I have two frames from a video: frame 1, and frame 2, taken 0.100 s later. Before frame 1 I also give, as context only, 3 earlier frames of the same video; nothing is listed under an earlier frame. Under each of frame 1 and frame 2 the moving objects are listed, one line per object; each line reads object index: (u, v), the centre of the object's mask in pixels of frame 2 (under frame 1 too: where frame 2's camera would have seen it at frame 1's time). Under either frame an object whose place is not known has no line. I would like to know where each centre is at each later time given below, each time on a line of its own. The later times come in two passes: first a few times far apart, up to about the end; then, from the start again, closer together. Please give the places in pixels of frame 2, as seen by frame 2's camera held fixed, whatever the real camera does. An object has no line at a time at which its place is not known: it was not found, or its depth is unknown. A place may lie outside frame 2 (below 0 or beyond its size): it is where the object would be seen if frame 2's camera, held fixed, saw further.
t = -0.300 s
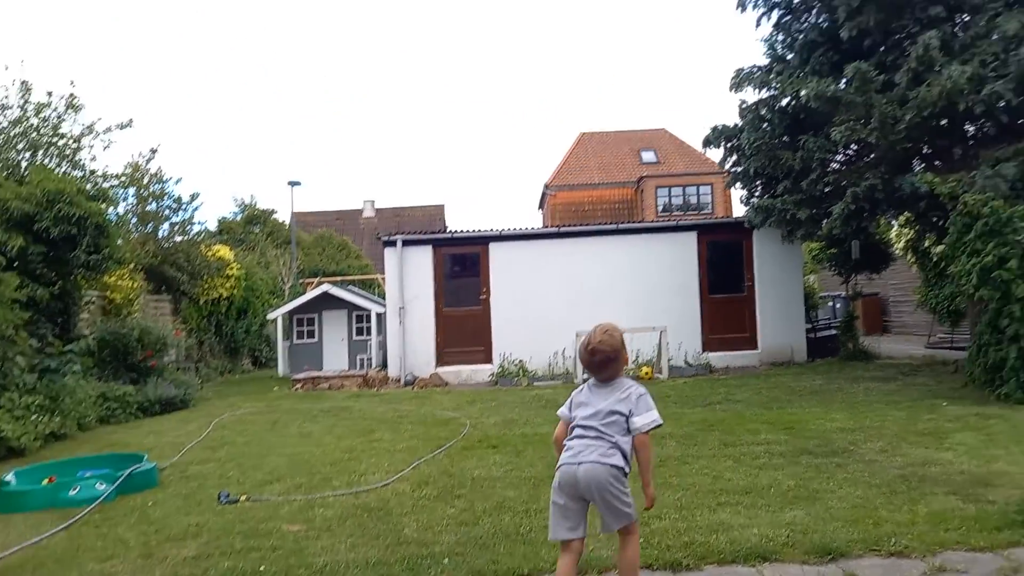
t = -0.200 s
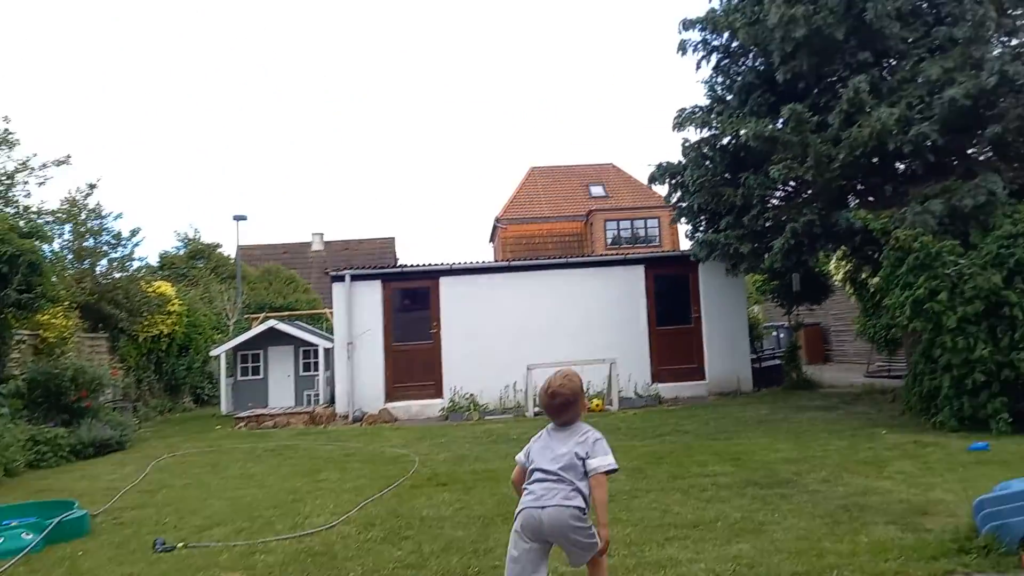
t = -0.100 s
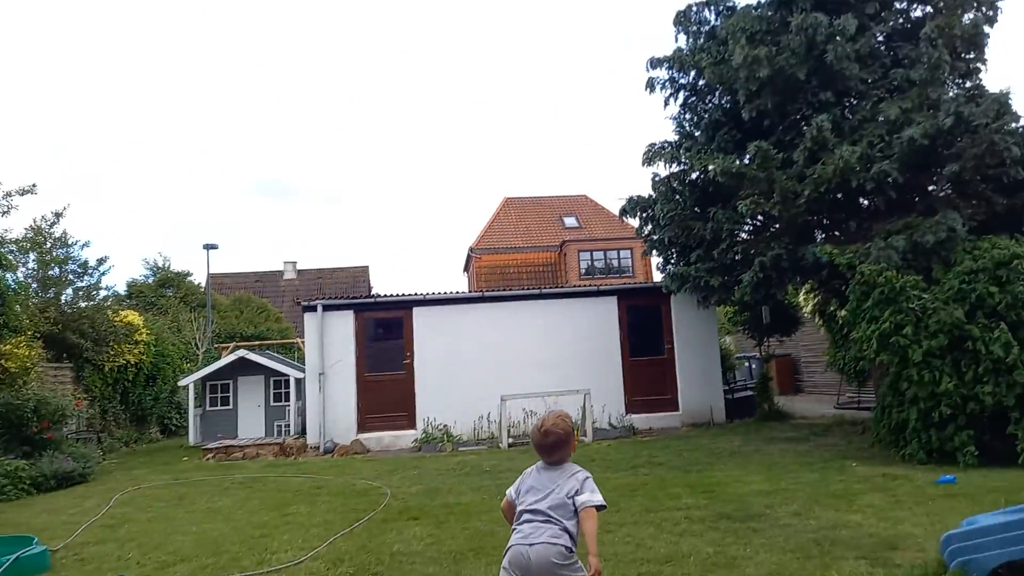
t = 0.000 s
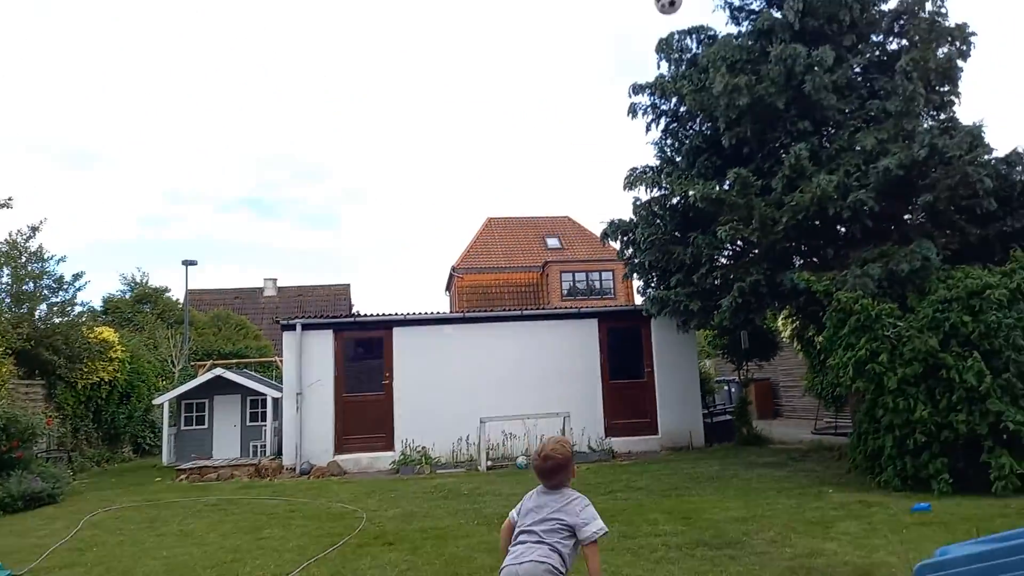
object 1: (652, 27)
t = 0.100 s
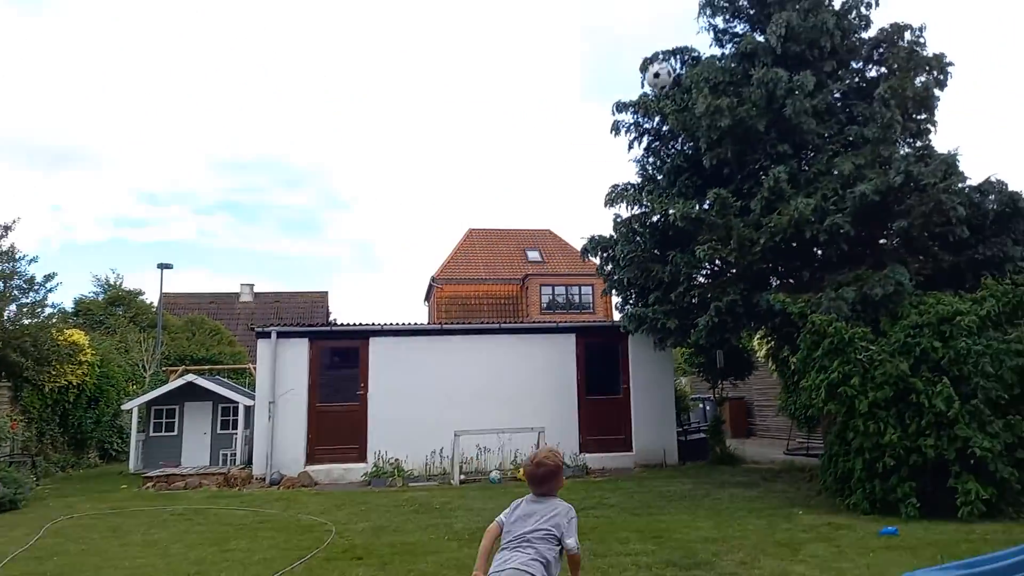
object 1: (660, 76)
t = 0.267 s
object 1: (667, 187)
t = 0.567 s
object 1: (683, 433)
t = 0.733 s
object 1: (695, 480)
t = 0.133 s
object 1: (661, 98)
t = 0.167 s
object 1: (663, 119)
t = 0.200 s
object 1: (664, 141)
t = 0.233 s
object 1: (666, 164)
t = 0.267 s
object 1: (667, 187)
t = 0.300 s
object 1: (669, 212)
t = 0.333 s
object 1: (670, 237)
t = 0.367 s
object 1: (672, 262)
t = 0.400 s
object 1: (673, 288)
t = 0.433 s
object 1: (676, 316)
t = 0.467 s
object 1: (677, 344)
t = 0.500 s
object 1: (679, 373)
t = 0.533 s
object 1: (681, 403)
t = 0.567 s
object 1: (683, 433)
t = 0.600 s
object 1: (687, 465)
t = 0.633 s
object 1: (690, 497)
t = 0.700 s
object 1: (695, 502)
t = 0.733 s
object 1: (695, 480)
